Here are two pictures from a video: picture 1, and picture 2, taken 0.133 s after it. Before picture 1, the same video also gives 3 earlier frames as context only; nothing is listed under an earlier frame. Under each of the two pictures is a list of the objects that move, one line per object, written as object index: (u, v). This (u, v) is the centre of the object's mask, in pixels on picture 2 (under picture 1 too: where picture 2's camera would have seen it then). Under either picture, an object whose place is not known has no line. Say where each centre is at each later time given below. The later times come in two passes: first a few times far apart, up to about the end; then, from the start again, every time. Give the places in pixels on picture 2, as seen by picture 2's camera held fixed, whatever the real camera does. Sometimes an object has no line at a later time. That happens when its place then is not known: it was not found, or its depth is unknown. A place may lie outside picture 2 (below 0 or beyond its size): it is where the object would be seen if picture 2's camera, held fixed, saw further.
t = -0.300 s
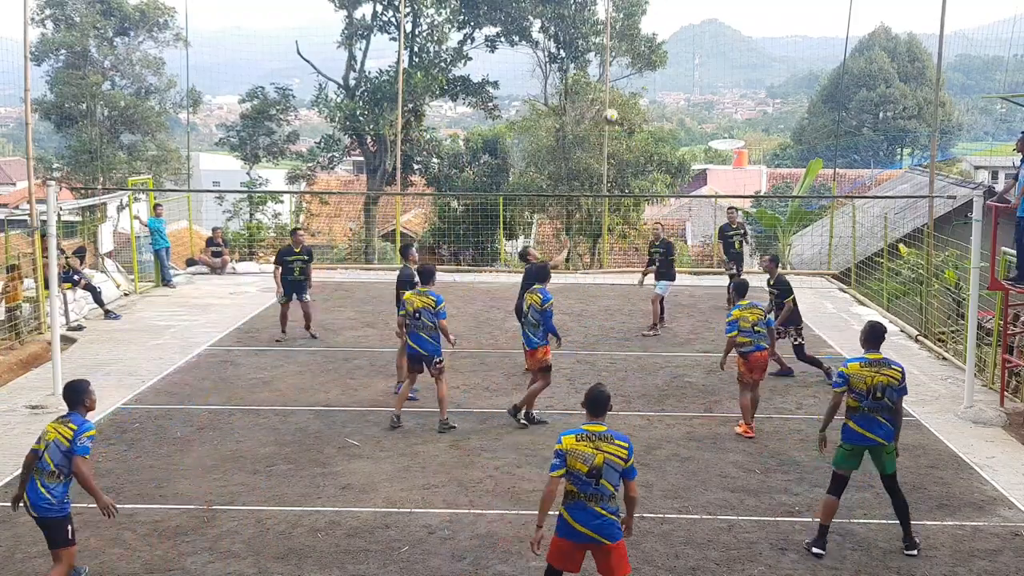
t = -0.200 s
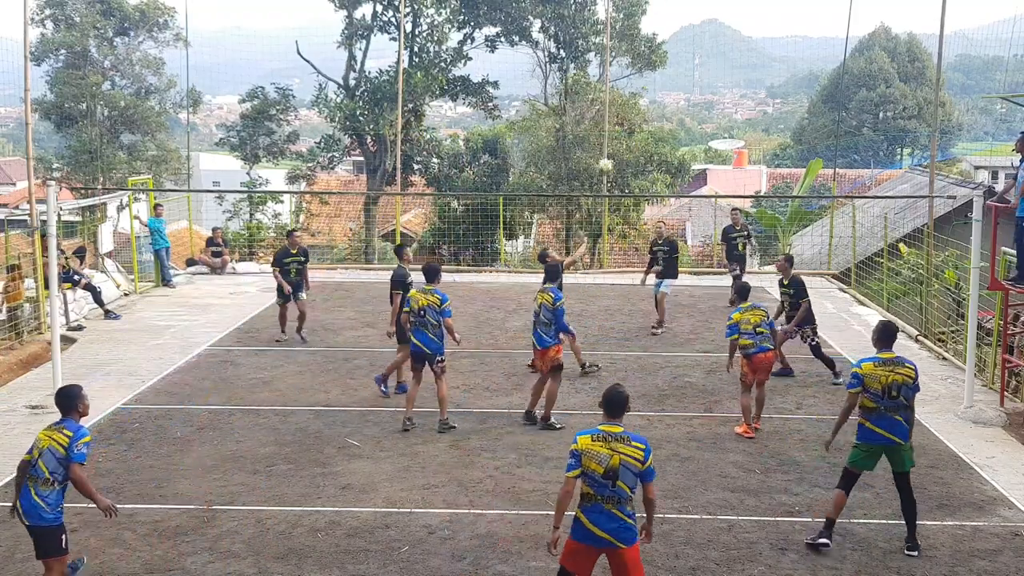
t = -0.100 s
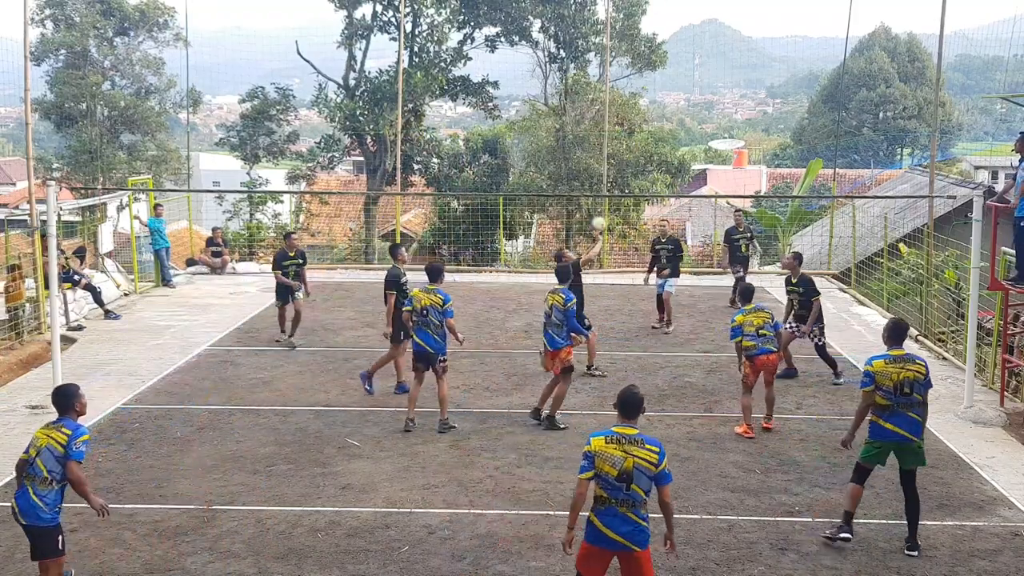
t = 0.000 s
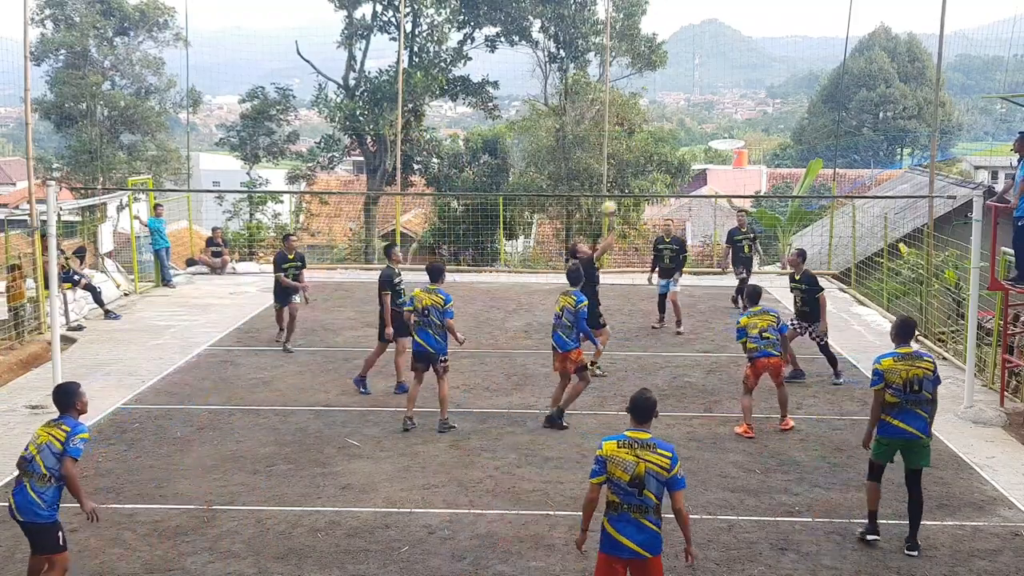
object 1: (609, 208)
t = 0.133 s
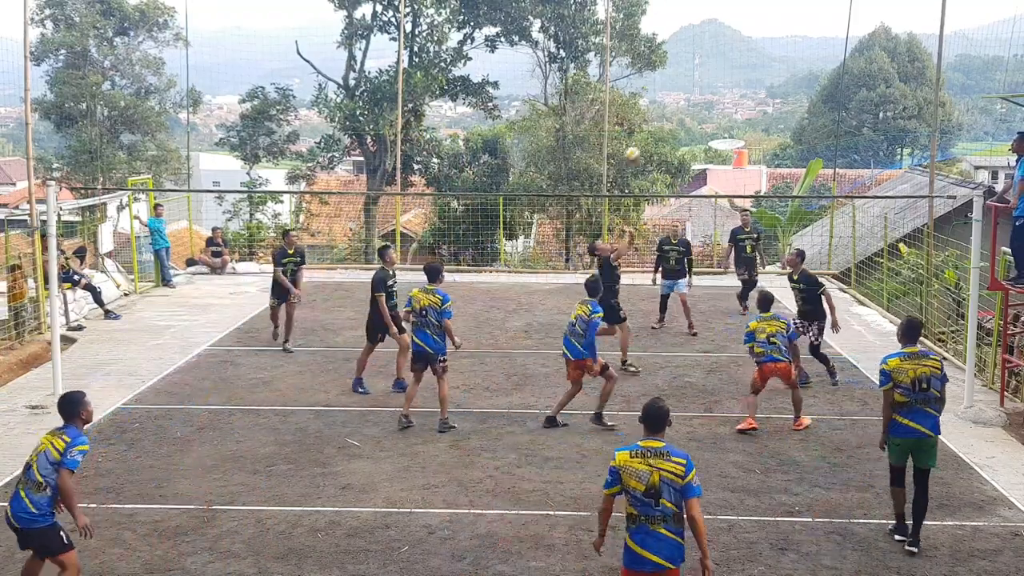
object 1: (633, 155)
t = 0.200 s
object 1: (643, 132)
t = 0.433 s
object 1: (684, 81)
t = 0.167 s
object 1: (637, 143)
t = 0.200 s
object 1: (643, 132)
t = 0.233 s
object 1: (649, 122)
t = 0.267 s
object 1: (655, 114)
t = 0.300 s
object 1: (660, 106)
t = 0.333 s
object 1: (667, 98)
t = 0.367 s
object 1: (673, 91)
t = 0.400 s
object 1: (679, 86)
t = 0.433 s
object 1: (684, 81)
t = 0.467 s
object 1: (691, 77)
